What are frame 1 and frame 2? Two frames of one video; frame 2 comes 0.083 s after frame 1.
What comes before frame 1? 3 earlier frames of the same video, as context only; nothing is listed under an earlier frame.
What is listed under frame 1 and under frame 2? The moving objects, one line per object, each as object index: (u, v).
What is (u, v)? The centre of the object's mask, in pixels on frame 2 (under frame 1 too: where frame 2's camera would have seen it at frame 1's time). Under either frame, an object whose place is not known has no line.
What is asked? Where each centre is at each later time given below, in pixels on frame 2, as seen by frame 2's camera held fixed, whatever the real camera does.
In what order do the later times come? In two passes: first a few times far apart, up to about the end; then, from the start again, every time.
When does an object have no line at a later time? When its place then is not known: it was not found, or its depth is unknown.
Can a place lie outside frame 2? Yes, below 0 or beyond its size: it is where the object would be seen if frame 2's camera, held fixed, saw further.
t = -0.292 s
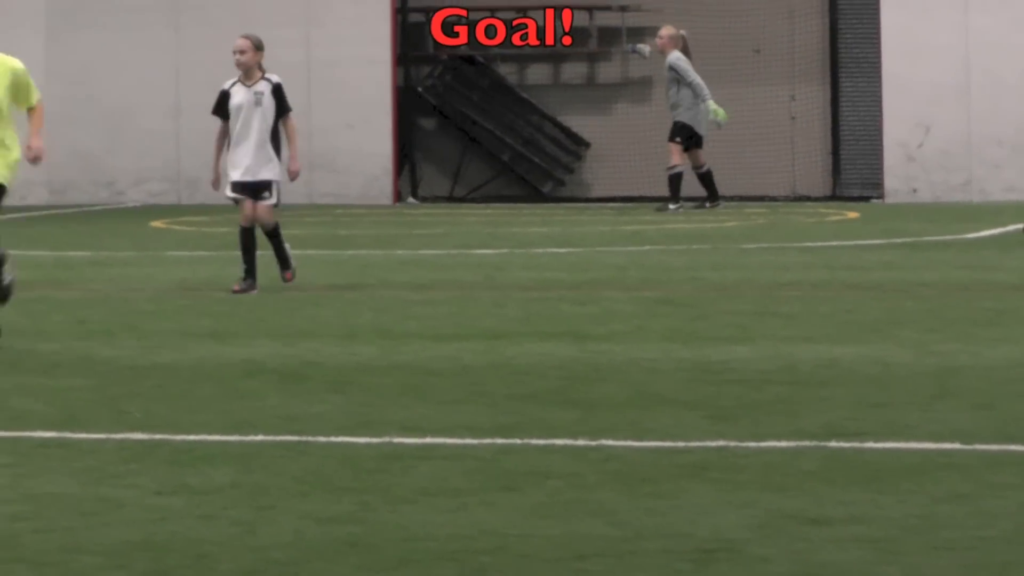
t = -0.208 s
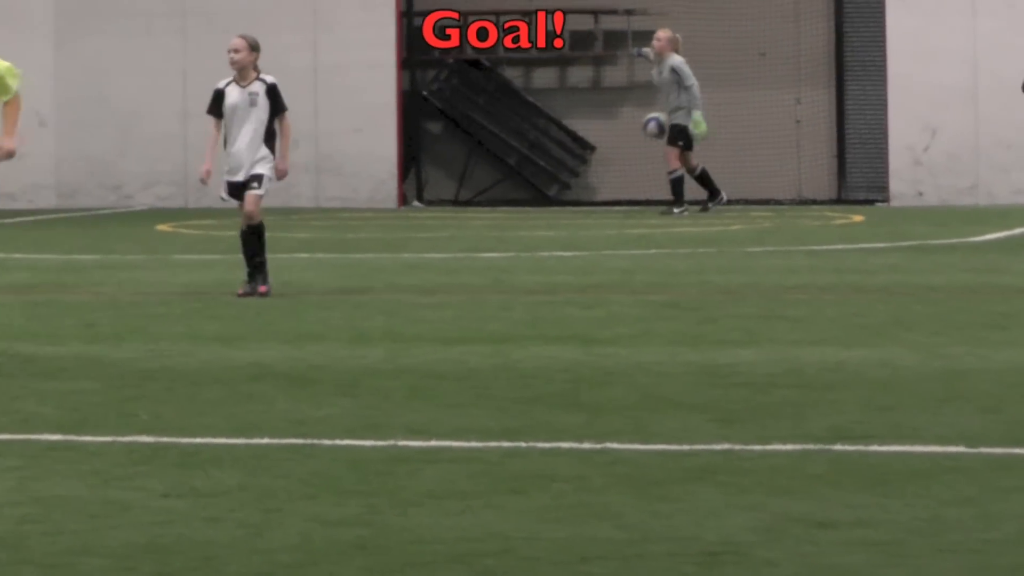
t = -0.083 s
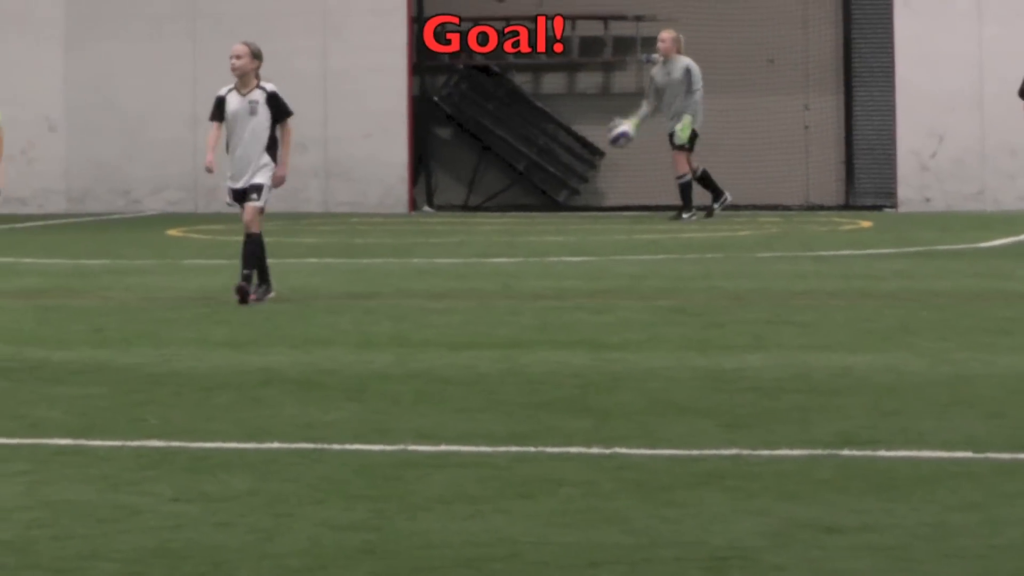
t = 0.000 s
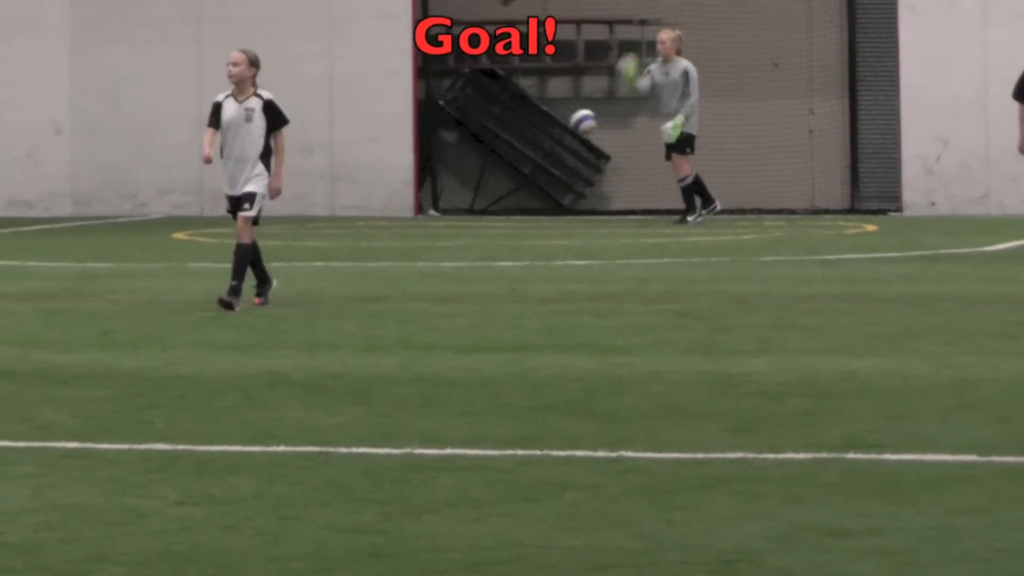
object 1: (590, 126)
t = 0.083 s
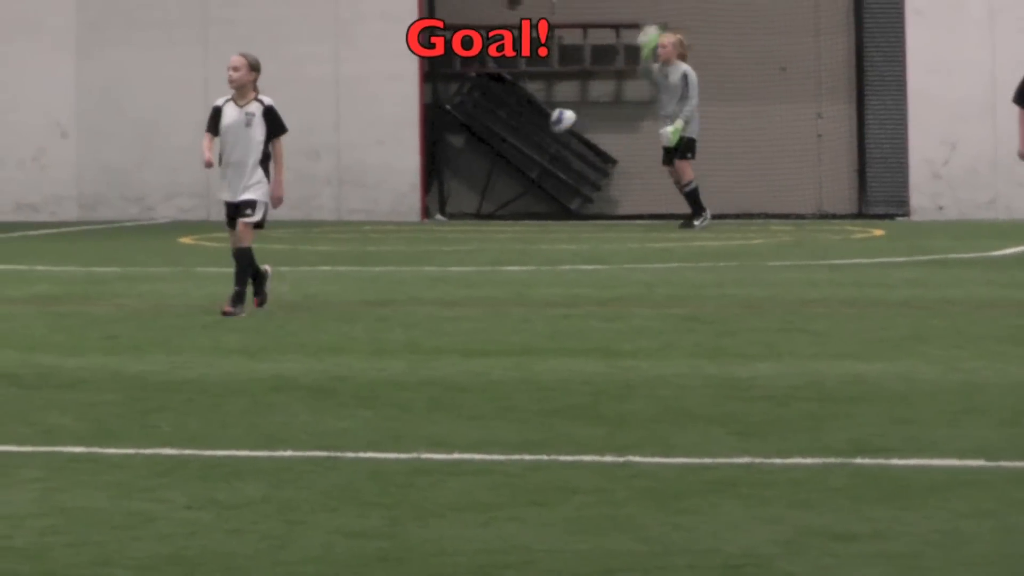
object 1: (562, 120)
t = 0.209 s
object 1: (507, 126)
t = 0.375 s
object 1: (442, 167)
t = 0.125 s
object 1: (536, 120)
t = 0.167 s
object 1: (521, 121)
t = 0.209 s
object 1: (507, 126)
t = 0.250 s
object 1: (493, 130)
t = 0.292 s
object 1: (462, 144)
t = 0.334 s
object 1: (450, 155)
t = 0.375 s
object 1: (442, 167)
